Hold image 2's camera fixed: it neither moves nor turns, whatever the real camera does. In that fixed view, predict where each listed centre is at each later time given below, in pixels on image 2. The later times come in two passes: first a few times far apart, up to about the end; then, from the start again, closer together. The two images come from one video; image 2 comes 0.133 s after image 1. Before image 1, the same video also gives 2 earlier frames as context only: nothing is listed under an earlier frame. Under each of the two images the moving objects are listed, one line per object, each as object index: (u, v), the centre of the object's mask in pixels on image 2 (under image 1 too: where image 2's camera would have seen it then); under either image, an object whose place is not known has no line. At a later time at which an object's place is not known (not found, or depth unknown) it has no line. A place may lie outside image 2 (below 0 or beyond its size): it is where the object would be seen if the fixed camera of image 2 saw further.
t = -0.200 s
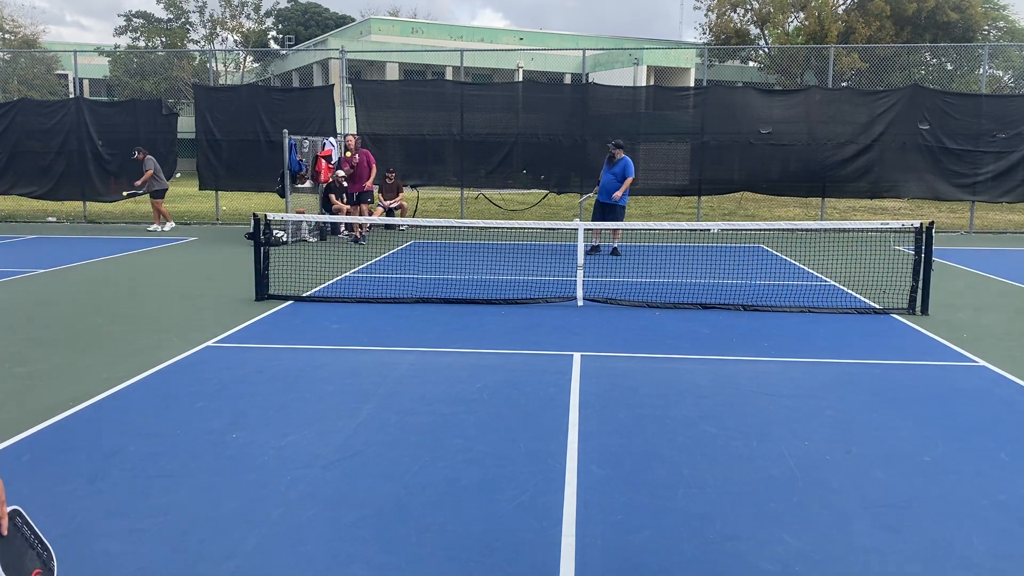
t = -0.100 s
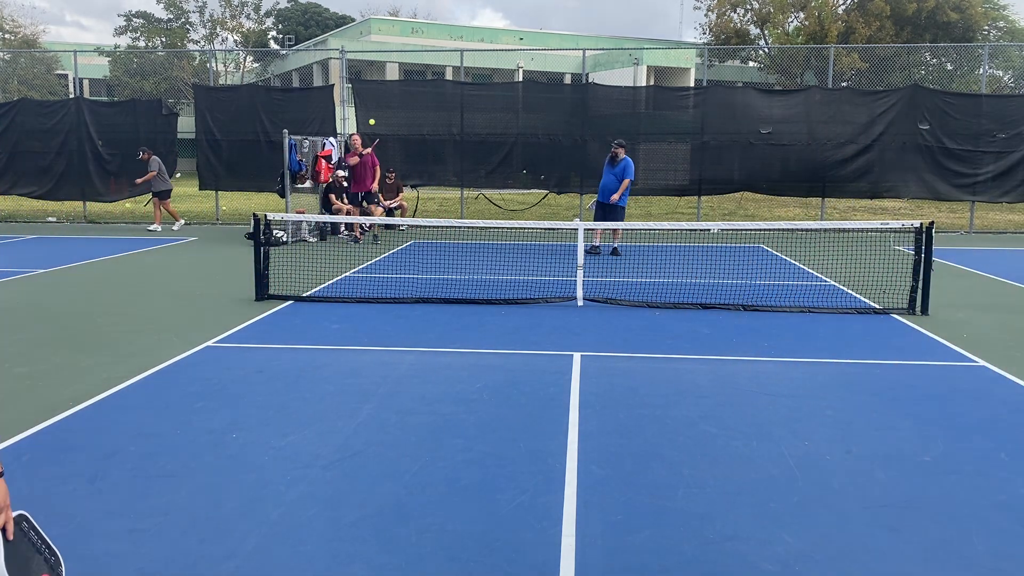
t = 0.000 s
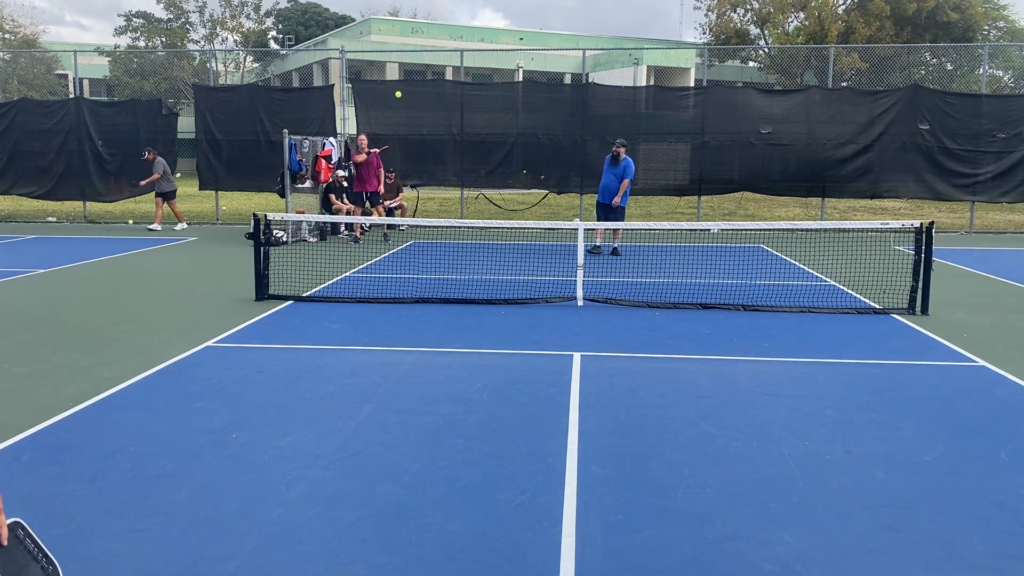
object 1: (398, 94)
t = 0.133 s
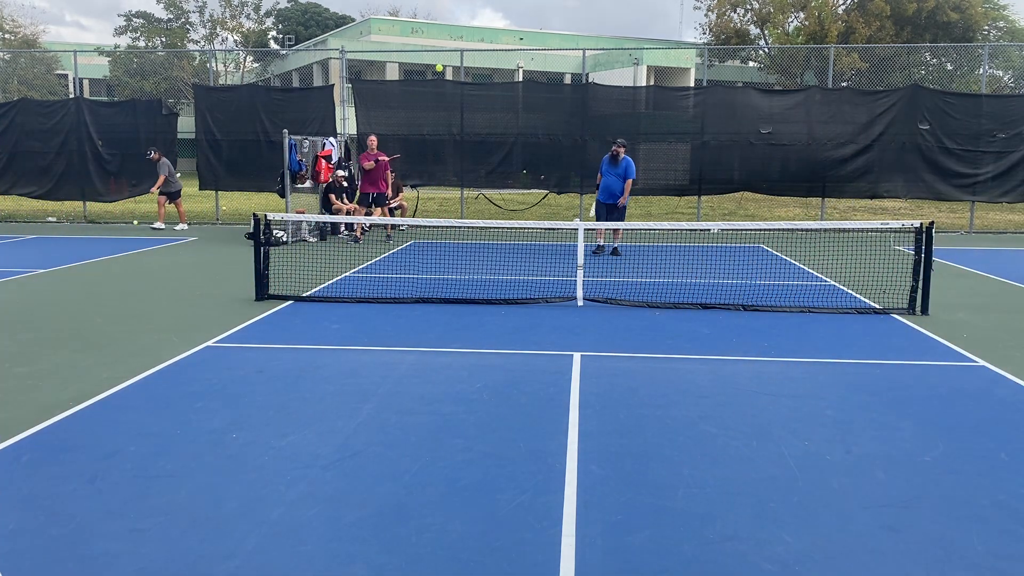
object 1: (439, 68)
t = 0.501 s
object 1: (599, 90)
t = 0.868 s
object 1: (873, 402)
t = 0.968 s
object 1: (970, 435)
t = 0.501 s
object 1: (599, 90)
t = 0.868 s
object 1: (873, 402)
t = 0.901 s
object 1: (906, 456)
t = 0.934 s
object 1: (937, 453)
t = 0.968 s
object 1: (970, 435)
